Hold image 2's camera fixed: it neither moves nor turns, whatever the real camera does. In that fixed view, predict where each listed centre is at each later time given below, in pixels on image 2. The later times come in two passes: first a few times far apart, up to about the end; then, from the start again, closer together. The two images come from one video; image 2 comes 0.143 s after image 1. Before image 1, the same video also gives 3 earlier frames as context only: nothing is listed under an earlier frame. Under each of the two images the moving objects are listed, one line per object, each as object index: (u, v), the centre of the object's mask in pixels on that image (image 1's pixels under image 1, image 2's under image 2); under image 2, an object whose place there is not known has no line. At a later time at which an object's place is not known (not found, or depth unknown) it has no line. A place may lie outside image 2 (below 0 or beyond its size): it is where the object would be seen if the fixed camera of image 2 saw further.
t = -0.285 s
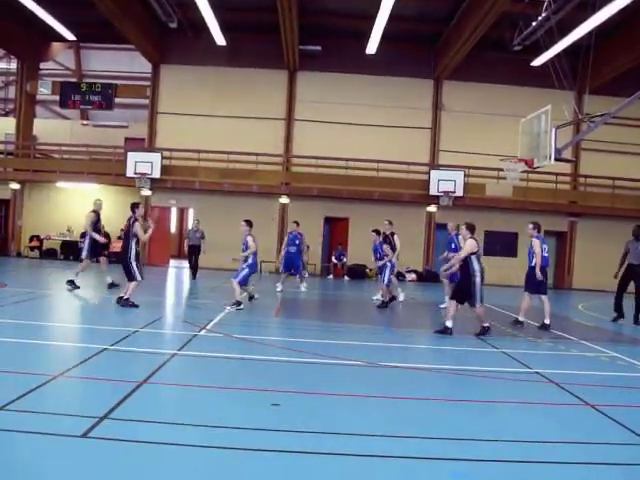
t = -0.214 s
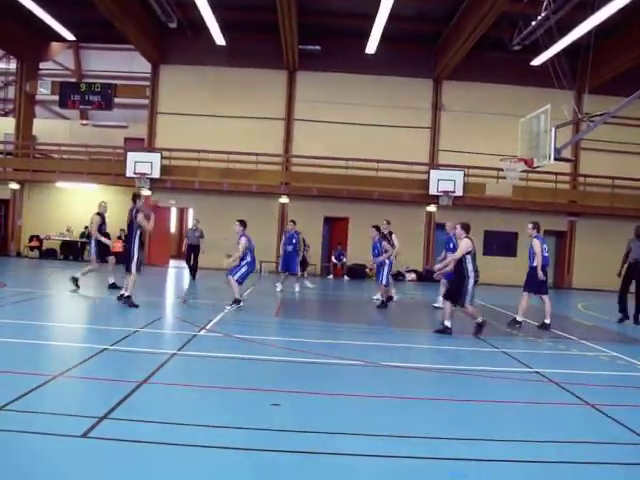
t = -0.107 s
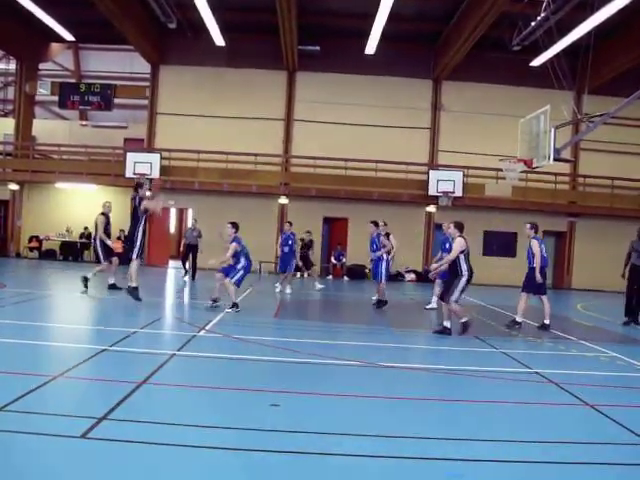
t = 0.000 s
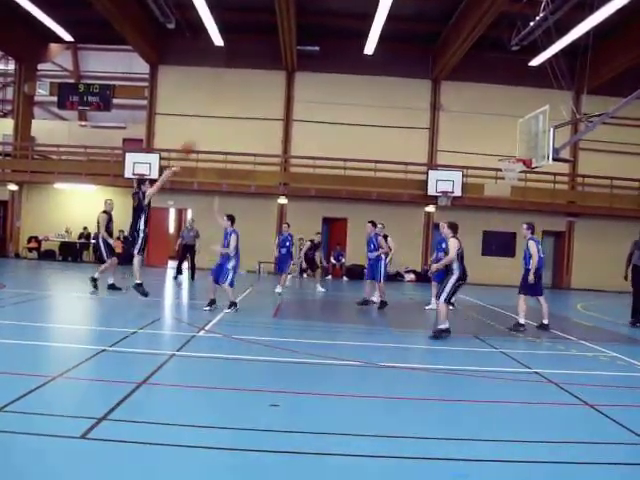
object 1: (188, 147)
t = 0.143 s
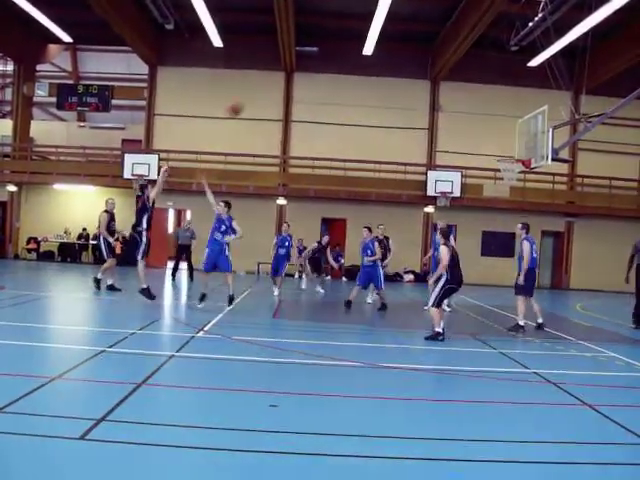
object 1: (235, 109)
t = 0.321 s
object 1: (291, 77)
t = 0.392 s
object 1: (313, 69)
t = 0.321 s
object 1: (291, 77)
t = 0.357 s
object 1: (303, 73)
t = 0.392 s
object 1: (313, 69)
